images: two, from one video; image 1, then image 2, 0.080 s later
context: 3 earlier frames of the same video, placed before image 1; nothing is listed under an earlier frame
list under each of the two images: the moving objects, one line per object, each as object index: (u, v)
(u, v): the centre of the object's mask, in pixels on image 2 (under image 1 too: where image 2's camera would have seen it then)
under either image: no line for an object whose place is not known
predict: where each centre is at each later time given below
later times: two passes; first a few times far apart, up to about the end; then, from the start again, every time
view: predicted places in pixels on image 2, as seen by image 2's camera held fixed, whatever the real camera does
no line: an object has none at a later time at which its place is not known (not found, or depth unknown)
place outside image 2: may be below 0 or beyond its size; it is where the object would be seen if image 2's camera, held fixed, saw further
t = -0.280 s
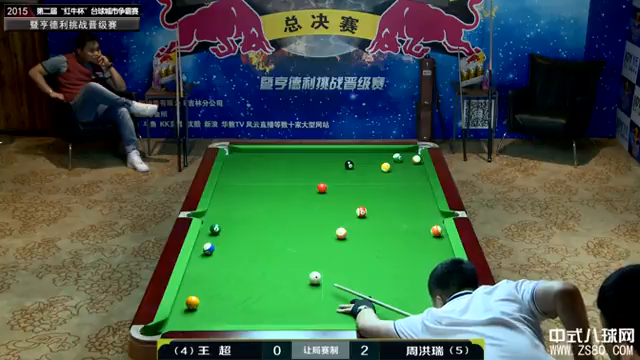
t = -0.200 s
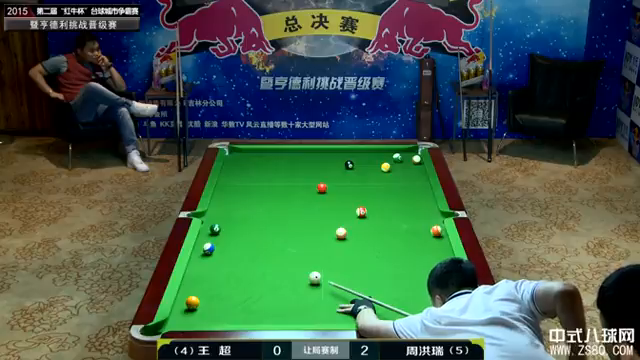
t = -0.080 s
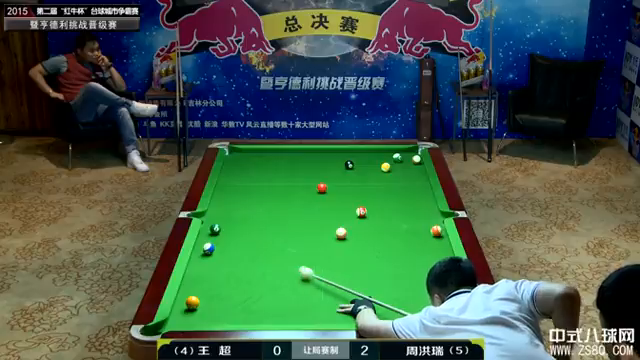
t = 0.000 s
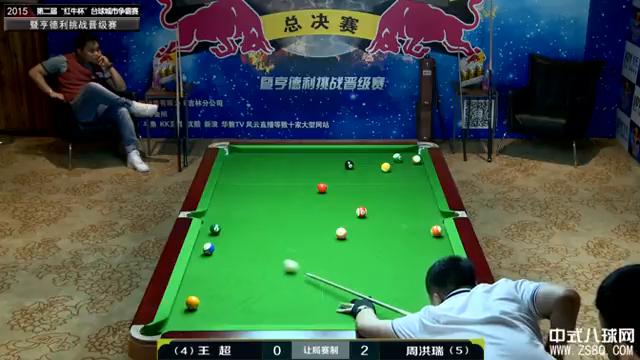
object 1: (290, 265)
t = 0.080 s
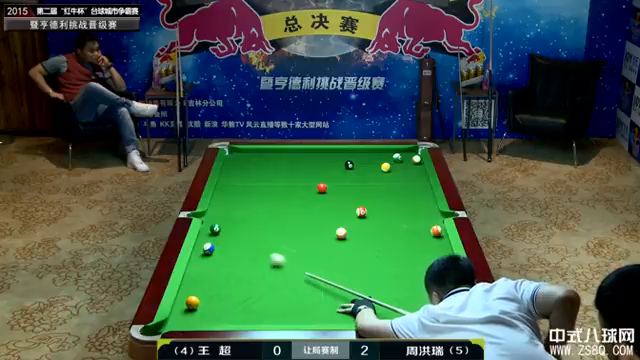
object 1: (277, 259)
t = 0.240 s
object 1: (252, 247)
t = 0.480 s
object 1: (218, 232)
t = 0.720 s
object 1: (206, 231)
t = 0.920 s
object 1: (215, 231)
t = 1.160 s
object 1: (225, 230)
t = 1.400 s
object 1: (234, 229)
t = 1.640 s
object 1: (242, 228)
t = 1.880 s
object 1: (249, 228)
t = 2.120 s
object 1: (255, 227)
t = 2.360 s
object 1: (260, 227)
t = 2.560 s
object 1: (263, 226)
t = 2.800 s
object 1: (267, 226)
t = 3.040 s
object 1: (269, 226)
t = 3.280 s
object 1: (271, 226)
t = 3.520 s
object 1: (271, 226)
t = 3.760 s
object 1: (271, 226)
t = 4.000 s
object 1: (271, 226)
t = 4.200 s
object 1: (271, 226)
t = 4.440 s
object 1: (271, 226)
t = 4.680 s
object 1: (271, 226)
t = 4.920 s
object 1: (271, 226)
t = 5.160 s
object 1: (271, 226)
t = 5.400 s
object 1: (271, 226)
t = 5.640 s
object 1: (271, 226)
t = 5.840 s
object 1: (271, 226)
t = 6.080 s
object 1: (271, 226)
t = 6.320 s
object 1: (271, 226)
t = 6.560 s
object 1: (271, 226)
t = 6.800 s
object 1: (271, 226)
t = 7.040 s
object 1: (271, 226)
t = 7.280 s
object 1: (271, 226)
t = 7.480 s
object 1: (271, 226)
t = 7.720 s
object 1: (271, 226)
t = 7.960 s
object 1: (271, 226)
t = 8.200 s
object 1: (271, 226)
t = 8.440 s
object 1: (271, 226)
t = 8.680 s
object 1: (271, 226)
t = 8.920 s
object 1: (271, 226)
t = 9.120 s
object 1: (271, 226)
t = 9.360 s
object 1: (271, 226)
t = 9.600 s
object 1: (271, 226)
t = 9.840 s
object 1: (271, 226)
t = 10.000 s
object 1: (271, 226)
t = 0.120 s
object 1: (271, 256)
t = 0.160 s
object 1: (264, 253)
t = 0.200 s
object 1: (258, 250)
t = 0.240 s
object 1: (252, 247)
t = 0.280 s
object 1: (246, 244)
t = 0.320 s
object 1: (240, 242)
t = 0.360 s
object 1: (234, 239)
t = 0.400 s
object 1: (228, 236)
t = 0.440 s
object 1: (223, 234)
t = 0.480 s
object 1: (218, 232)
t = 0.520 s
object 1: (216, 233)
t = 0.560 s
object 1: (213, 233)
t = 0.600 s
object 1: (210, 233)
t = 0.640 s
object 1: (207, 232)
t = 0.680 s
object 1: (205, 232)
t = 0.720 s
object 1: (206, 231)
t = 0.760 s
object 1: (208, 231)
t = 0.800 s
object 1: (209, 231)
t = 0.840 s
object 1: (211, 231)
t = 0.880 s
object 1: (213, 231)
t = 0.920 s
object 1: (215, 231)
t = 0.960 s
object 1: (217, 230)
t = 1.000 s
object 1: (218, 230)
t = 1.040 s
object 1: (220, 230)
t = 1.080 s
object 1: (221, 230)
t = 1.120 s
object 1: (223, 230)
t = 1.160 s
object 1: (225, 230)
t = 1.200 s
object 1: (226, 230)
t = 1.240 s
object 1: (228, 230)
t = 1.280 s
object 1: (229, 229)
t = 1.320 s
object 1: (231, 229)
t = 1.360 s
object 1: (232, 229)
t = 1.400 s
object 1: (234, 229)
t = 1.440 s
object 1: (235, 229)
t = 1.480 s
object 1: (237, 228)
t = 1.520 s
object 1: (238, 228)
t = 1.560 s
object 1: (239, 228)
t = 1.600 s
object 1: (240, 228)
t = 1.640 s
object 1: (242, 228)
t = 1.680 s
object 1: (243, 228)
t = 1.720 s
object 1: (244, 228)
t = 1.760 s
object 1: (245, 228)
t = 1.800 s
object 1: (246, 228)
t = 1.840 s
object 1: (248, 228)
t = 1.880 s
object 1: (249, 228)
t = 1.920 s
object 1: (250, 228)
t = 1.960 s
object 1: (251, 227)
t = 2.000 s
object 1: (252, 228)
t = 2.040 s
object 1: (253, 227)
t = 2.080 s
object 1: (254, 227)
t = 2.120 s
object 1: (255, 227)
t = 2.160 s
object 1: (256, 227)
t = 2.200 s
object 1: (256, 227)
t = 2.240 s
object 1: (257, 227)
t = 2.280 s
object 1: (258, 227)
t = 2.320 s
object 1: (259, 227)
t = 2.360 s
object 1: (260, 227)
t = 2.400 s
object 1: (260, 227)
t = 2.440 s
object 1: (261, 227)
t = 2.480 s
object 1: (262, 226)
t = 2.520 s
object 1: (263, 226)
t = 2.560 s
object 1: (263, 226)
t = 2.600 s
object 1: (264, 226)
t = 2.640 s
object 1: (265, 226)
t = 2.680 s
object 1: (265, 226)
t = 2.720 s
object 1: (266, 226)
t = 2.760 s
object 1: (266, 226)
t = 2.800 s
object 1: (267, 226)
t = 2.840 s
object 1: (267, 226)
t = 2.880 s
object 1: (268, 226)
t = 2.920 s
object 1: (268, 226)
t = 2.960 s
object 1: (268, 226)
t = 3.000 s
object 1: (269, 226)
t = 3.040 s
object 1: (269, 226)
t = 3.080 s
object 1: (269, 226)
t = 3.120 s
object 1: (270, 226)
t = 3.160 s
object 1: (270, 226)
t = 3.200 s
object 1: (270, 226)
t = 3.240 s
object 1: (270, 226)
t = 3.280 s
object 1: (271, 226)
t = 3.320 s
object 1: (271, 226)
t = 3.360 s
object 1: (271, 226)
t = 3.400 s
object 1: (271, 226)
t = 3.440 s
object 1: (271, 226)
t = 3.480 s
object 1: (271, 226)
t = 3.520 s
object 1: (271, 226)
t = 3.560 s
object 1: (271, 226)
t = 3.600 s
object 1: (271, 226)
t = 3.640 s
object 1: (271, 226)
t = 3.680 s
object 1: (271, 226)
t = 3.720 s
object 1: (271, 226)
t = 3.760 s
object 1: (271, 226)
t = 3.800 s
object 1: (271, 226)
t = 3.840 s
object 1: (271, 226)
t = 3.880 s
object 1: (271, 226)
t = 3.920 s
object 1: (271, 226)
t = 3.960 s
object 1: (271, 226)
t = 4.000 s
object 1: (271, 226)
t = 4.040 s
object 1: (271, 226)
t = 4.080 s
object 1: (271, 226)
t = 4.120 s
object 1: (271, 226)
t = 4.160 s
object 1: (271, 226)
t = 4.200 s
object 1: (271, 226)
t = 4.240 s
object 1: (271, 226)
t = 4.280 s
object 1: (271, 226)
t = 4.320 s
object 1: (271, 226)
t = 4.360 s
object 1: (271, 226)
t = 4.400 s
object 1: (271, 226)
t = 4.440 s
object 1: (271, 226)
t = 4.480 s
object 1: (271, 226)
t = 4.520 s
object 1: (271, 226)
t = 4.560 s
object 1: (271, 226)
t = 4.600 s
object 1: (271, 226)
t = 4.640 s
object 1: (271, 226)
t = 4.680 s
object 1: (271, 226)
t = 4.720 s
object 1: (271, 226)
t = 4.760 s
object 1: (271, 226)
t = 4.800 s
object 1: (271, 226)
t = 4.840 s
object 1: (271, 226)
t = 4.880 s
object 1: (271, 226)
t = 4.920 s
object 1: (271, 226)
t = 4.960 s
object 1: (271, 226)
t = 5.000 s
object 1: (271, 226)
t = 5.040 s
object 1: (271, 226)
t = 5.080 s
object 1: (271, 226)
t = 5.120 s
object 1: (271, 226)
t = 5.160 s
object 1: (271, 226)
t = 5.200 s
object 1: (271, 226)
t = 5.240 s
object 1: (271, 226)
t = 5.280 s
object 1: (271, 226)
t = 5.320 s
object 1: (271, 226)
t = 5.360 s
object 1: (271, 226)
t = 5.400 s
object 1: (271, 226)
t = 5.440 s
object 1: (271, 226)
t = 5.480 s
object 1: (271, 226)
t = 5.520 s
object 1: (271, 226)
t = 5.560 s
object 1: (271, 226)
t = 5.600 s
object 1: (271, 226)
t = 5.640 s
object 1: (271, 226)
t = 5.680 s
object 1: (271, 226)
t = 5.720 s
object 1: (271, 226)
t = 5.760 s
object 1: (271, 226)
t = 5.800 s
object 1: (271, 226)
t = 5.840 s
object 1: (271, 226)
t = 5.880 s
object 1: (271, 226)
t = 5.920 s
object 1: (271, 226)
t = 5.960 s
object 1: (271, 226)
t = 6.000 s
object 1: (271, 226)
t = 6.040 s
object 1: (271, 226)
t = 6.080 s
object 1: (271, 226)
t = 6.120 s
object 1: (271, 226)
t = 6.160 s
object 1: (271, 226)
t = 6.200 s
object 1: (271, 226)
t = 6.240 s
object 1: (271, 226)
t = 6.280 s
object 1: (271, 226)
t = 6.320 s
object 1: (271, 226)
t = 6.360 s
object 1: (271, 226)
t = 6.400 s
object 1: (271, 226)
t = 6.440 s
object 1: (271, 226)
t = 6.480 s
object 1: (271, 226)
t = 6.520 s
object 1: (271, 226)
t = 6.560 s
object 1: (271, 226)
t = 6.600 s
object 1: (271, 226)
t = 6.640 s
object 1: (271, 226)
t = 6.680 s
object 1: (271, 226)
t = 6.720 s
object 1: (271, 226)
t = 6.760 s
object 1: (271, 226)
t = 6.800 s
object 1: (271, 226)
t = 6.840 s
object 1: (271, 226)
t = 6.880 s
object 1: (271, 226)
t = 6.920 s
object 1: (271, 226)
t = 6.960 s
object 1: (271, 226)
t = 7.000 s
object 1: (271, 226)
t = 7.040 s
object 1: (271, 226)
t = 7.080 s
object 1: (271, 226)
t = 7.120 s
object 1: (271, 226)
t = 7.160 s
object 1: (271, 226)
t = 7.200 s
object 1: (271, 226)
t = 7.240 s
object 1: (271, 226)
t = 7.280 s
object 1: (271, 226)
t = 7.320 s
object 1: (271, 226)
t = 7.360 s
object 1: (271, 226)
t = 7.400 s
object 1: (271, 226)
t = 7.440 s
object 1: (271, 226)
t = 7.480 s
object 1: (271, 226)
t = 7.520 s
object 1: (271, 226)
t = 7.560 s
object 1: (271, 226)
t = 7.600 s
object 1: (271, 226)
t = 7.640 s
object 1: (271, 226)
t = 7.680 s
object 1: (271, 226)
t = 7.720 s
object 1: (271, 226)
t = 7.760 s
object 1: (271, 226)
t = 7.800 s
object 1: (271, 226)
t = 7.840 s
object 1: (271, 226)
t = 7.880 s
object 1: (271, 226)
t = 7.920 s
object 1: (271, 226)
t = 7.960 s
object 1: (271, 226)
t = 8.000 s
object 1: (271, 226)
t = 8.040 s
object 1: (271, 226)
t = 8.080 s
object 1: (271, 226)
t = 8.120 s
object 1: (271, 226)
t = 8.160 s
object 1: (271, 226)
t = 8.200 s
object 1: (271, 226)
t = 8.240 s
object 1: (271, 226)
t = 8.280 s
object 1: (271, 226)
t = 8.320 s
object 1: (271, 226)
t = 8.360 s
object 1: (271, 226)
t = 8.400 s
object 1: (271, 226)
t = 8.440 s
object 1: (271, 226)
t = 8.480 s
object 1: (271, 226)
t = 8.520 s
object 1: (271, 226)
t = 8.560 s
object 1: (271, 226)
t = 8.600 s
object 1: (271, 226)
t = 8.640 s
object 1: (271, 226)
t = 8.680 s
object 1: (271, 226)
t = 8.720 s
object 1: (271, 226)
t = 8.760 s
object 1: (271, 226)
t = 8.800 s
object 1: (271, 226)
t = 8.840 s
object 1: (271, 226)
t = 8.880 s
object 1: (271, 226)
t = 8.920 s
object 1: (271, 226)
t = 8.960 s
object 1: (271, 226)
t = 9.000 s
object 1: (271, 226)
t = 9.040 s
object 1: (271, 226)
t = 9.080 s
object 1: (271, 226)
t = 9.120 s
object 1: (271, 226)
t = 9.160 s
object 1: (271, 226)
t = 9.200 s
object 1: (271, 226)
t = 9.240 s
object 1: (271, 226)
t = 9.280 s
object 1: (271, 226)
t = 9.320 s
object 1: (271, 226)
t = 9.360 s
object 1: (271, 226)
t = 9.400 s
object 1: (271, 226)
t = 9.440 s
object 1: (271, 226)
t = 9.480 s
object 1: (271, 226)
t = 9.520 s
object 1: (271, 226)
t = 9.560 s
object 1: (271, 226)
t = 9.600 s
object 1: (271, 226)
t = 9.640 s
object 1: (271, 226)
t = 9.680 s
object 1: (271, 226)
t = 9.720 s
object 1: (271, 226)
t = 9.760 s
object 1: (271, 226)
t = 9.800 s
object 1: (271, 226)
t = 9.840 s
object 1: (271, 226)
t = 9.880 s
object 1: (271, 226)
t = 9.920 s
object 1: (271, 226)
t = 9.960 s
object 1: (271, 226)
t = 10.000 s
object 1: (271, 226)
